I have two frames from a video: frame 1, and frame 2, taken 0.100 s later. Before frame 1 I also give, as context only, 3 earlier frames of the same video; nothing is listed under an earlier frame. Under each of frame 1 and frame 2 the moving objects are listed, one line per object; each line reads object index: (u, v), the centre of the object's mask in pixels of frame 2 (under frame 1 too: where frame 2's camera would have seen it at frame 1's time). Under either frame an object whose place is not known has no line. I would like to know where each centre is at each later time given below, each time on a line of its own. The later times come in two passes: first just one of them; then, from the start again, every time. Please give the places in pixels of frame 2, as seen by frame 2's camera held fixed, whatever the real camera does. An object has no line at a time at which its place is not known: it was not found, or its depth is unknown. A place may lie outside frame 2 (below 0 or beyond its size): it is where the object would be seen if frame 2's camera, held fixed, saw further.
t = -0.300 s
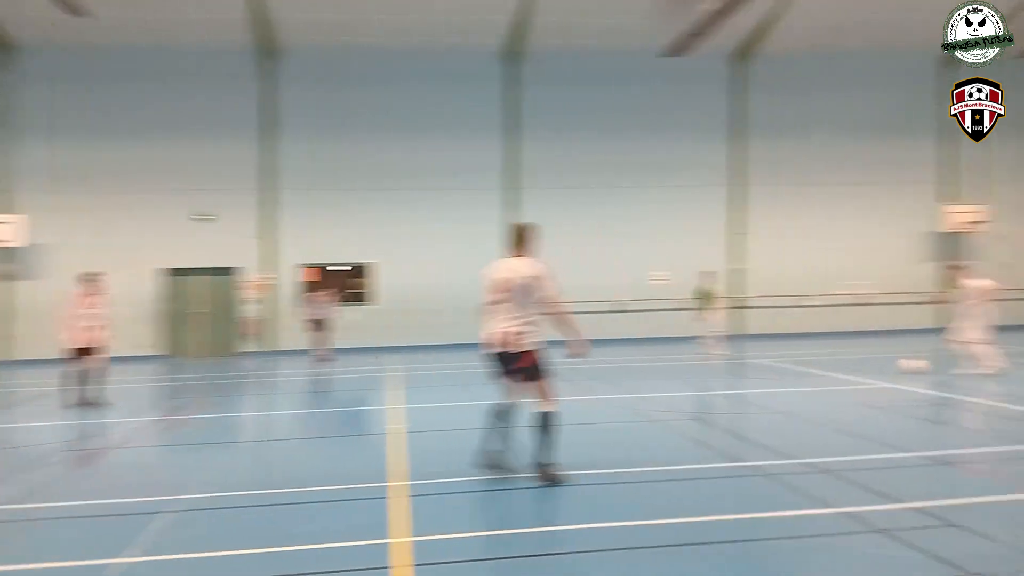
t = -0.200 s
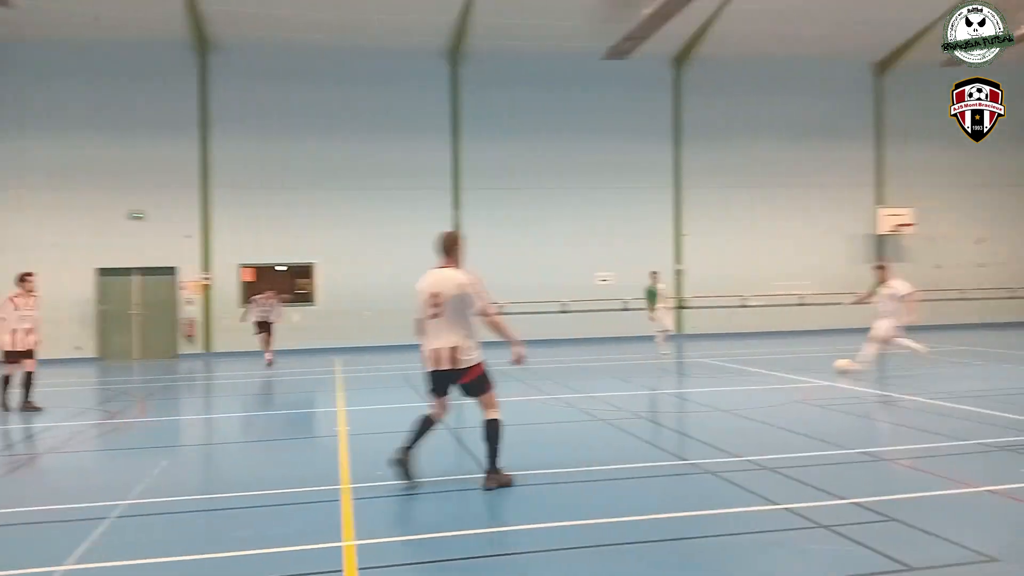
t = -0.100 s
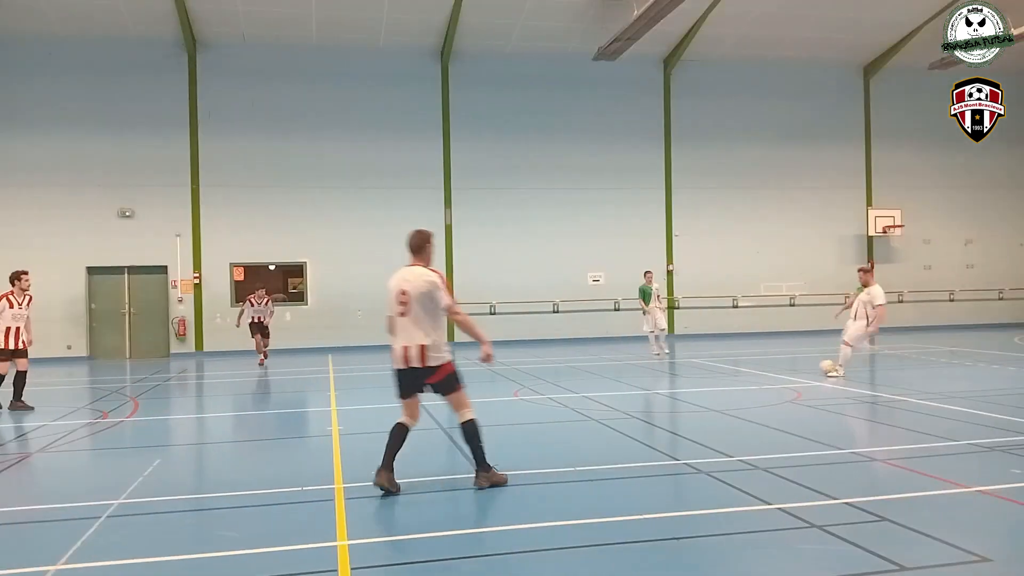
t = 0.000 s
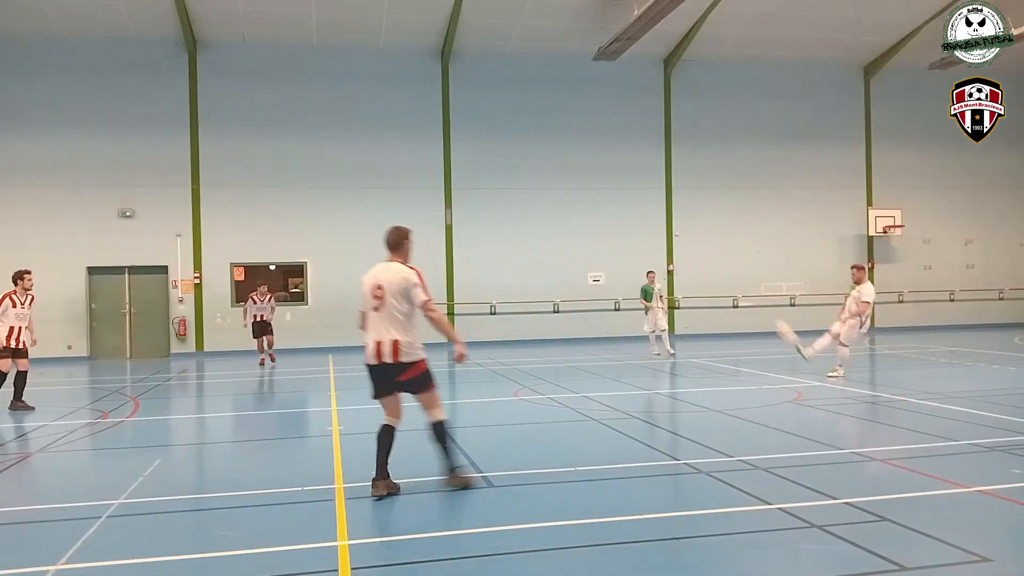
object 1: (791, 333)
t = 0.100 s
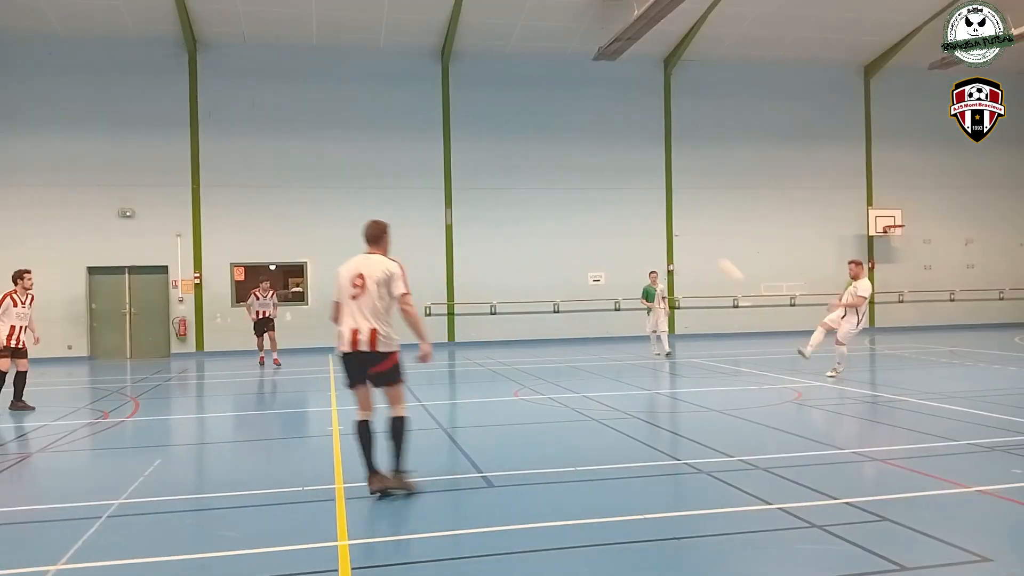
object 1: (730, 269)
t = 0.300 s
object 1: (599, 152)
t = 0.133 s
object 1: (712, 250)
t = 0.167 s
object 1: (689, 230)
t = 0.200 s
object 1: (668, 211)
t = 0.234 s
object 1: (645, 190)
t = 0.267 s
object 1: (623, 172)
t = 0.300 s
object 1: (599, 152)
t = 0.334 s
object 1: (575, 132)
